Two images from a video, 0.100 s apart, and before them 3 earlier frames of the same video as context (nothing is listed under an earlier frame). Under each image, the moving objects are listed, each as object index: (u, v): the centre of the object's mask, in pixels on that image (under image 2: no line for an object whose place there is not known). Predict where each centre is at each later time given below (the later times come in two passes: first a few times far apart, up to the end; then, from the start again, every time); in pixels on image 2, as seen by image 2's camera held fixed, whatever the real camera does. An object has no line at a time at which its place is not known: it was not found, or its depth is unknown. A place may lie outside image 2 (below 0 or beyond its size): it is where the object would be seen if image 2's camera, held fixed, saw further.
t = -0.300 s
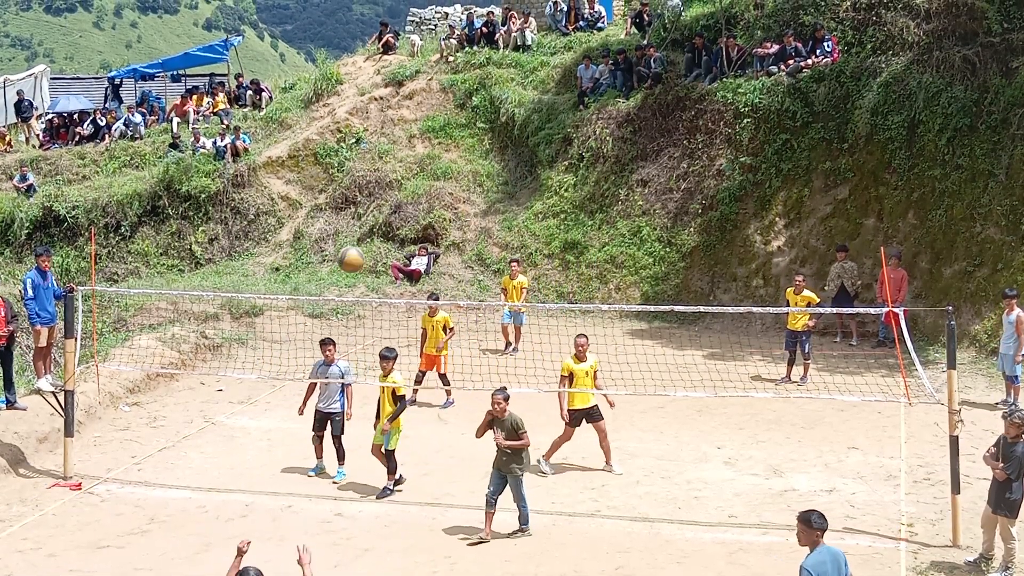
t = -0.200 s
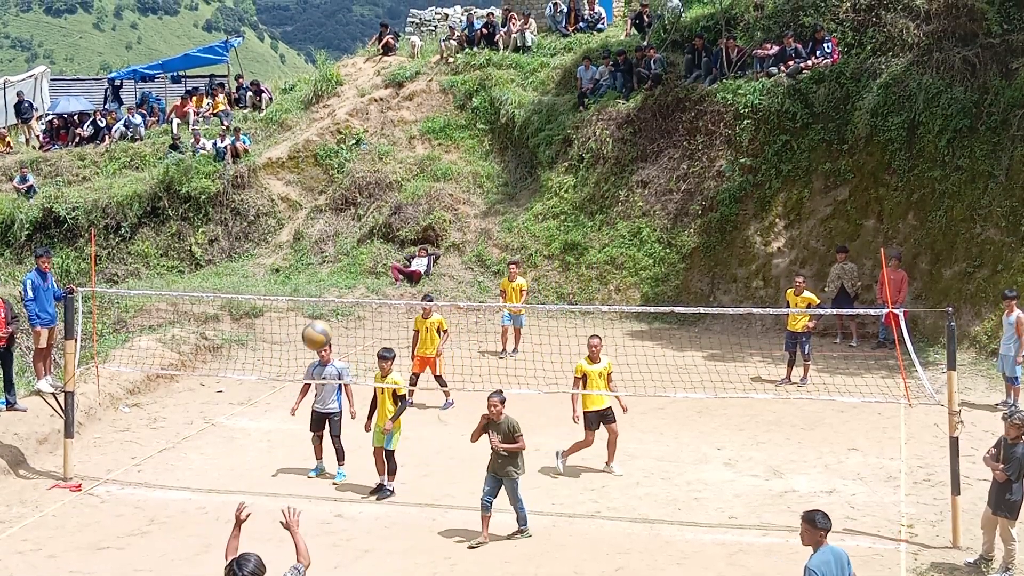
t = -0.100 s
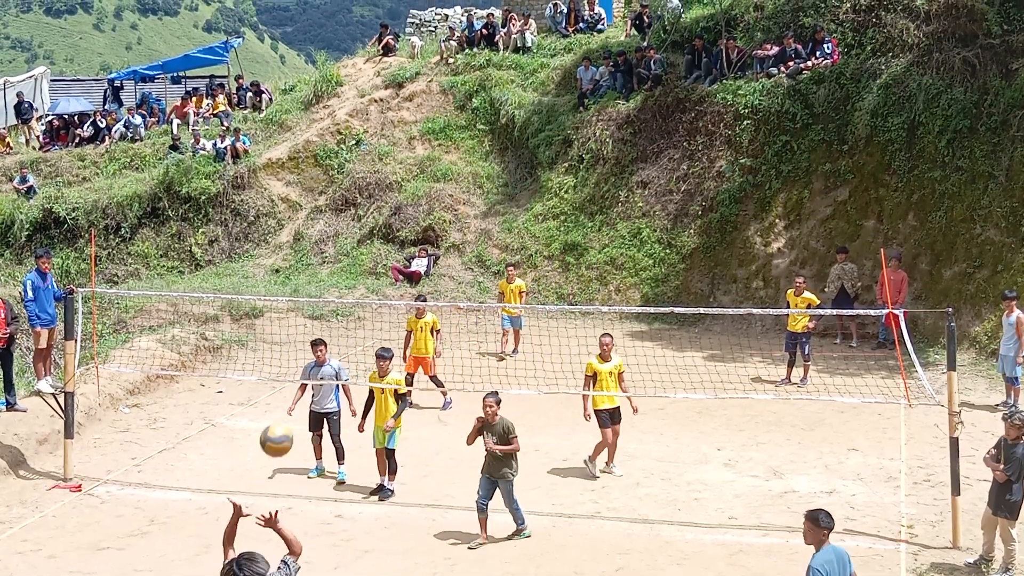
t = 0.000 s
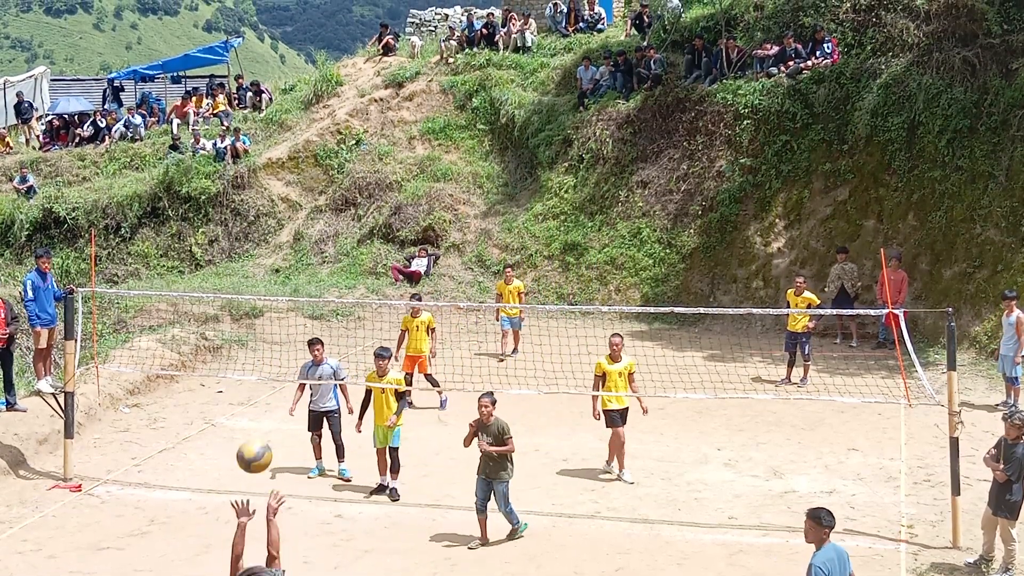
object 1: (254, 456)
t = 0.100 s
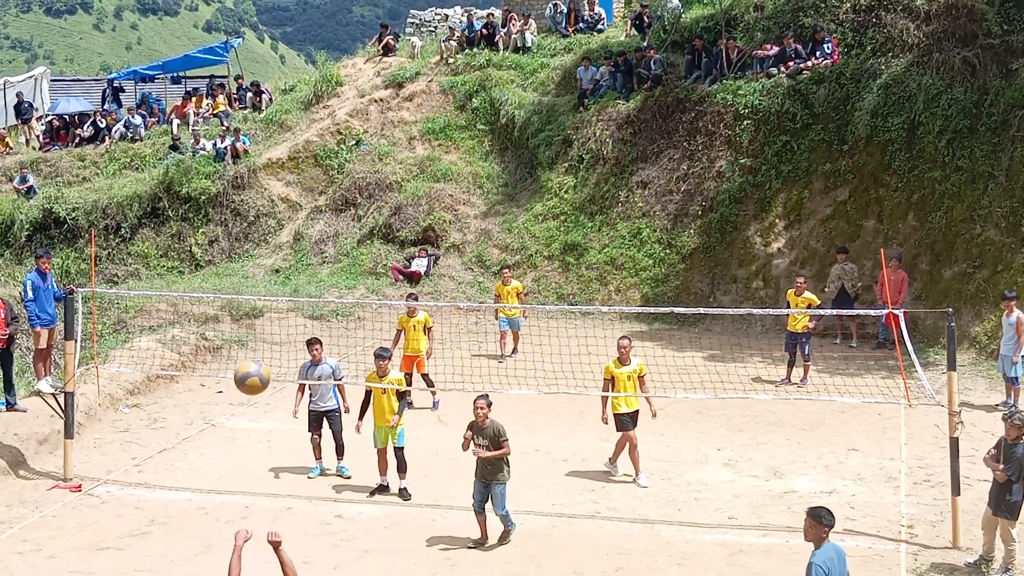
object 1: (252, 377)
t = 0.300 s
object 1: (249, 261)
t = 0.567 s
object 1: (248, 203)
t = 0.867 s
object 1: (255, 280)
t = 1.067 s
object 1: (265, 421)
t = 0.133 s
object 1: (251, 354)
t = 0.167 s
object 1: (251, 332)
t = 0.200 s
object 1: (250, 313)
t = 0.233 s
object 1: (249, 294)
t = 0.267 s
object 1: (249, 276)
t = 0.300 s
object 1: (249, 261)
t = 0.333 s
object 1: (248, 248)
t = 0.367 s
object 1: (248, 236)
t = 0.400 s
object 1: (248, 226)
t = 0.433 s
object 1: (248, 217)
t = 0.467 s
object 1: (247, 211)
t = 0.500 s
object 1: (247, 206)
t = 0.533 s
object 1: (248, 204)
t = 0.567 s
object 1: (248, 203)
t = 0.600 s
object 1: (248, 203)
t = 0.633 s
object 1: (249, 205)
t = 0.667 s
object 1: (250, 210)
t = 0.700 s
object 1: (250, 217)
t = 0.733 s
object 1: (251, 225)
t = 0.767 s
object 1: (251, 236)
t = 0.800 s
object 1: (253, 249)
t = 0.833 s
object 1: (254, 264)
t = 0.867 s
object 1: (255, 280)
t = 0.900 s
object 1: (257, 298)
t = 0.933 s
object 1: (258, 319)
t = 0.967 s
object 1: (259, 342)
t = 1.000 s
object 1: (261, 366)
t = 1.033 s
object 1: (263, 393)
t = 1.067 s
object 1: (265, 421)
